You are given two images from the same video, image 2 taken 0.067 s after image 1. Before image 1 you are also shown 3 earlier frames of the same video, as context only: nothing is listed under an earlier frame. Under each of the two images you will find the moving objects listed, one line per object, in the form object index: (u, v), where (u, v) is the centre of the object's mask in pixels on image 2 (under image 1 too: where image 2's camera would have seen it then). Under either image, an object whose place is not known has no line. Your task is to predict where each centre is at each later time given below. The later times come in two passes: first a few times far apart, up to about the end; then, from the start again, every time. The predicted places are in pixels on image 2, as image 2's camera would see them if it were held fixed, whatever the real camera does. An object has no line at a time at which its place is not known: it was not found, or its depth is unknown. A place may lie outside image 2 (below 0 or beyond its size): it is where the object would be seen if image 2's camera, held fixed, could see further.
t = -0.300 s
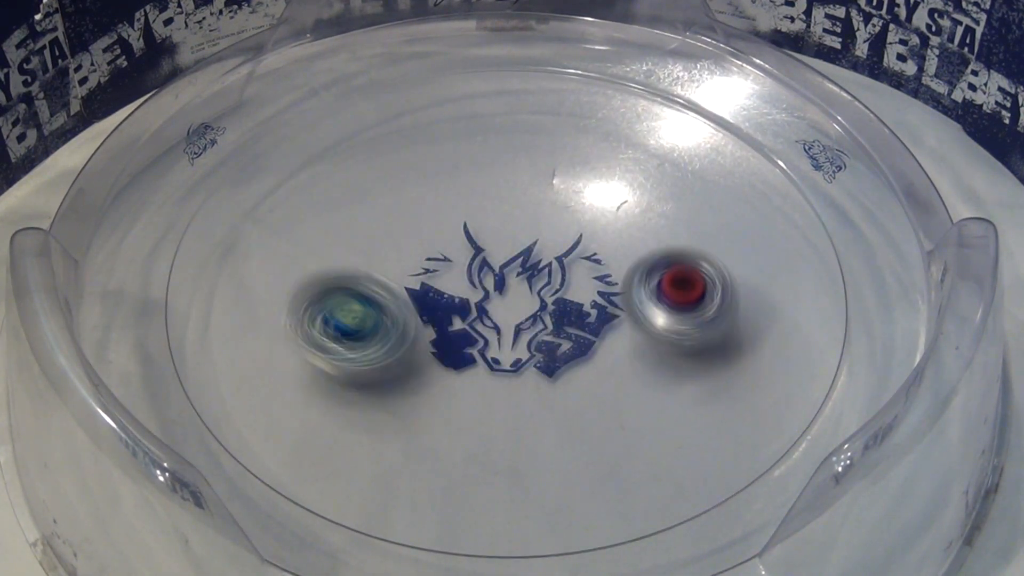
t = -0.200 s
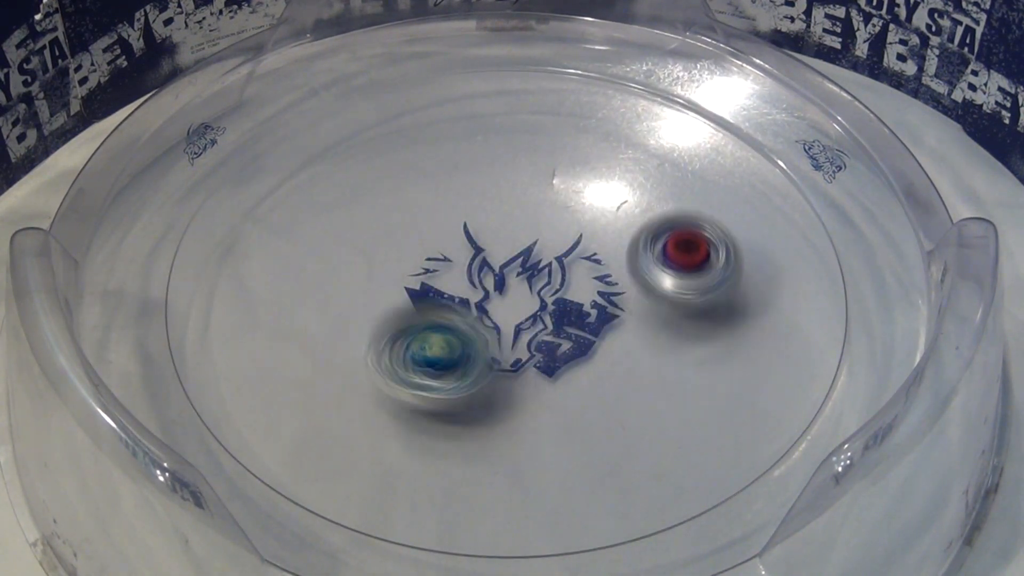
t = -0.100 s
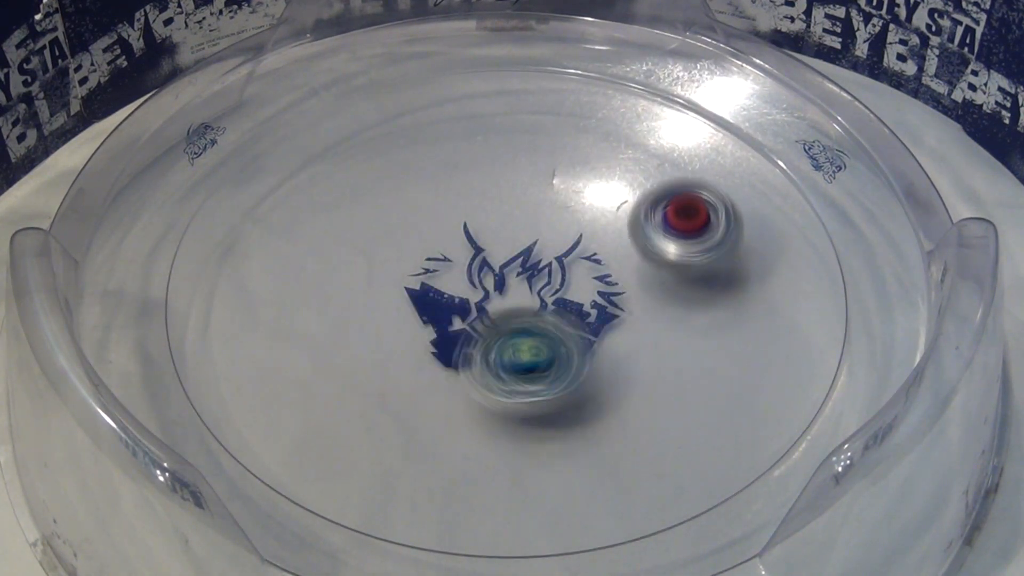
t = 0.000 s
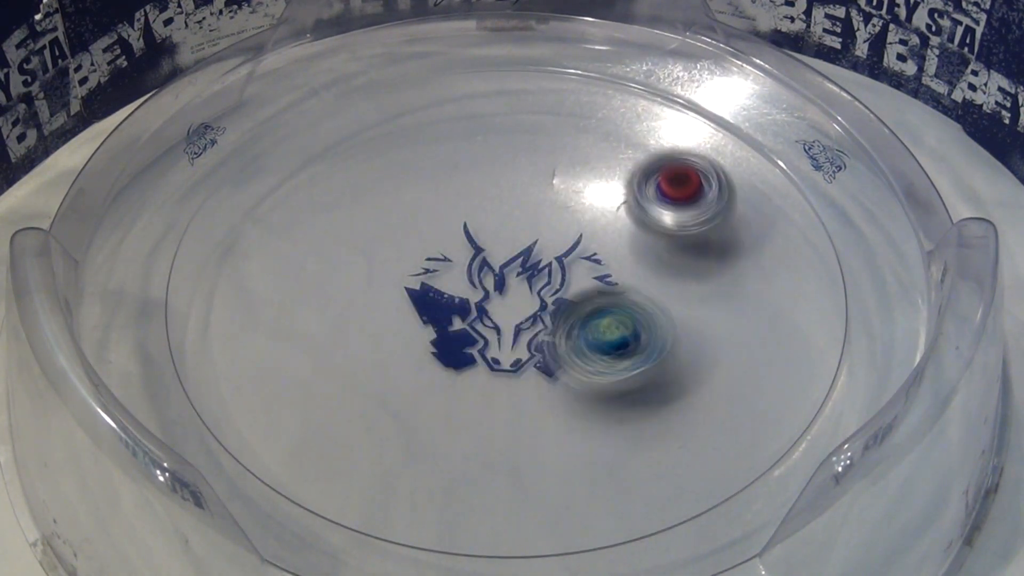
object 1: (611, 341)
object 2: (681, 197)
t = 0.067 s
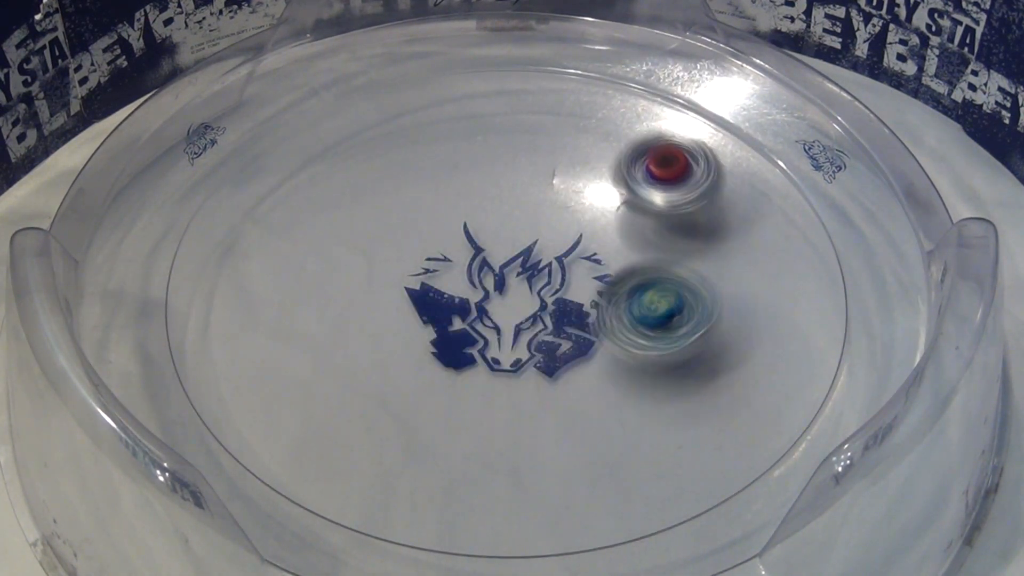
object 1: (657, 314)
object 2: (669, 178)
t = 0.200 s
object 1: (707, 240)
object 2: (615, 164)
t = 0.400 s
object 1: (629, 148)
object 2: (518, 192)
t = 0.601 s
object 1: (662, 90)
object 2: (185, 333)
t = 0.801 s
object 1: (543, 145)
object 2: (233, 405)
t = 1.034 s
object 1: (473, 283)
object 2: (452, 376)
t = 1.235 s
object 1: (576, 113)
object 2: (438, 499)
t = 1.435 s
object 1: (527, 120)
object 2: (484, 355)
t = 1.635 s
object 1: (412, 116)
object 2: (482, 262)
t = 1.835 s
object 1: (320, 142)
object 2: (456, 327)
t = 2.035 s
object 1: (326, 251)
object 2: (483, 332)
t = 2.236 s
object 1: (413, 336)
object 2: (510, 281)
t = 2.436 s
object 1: (533, 390)
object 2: (559, 236)
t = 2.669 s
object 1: (685, 384)
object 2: (631, 215)
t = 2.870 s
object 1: (725, 305)
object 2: (682, 222)
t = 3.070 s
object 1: (644, 356)
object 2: (609, 156)
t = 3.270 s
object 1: (507, 364)
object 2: (528, 187)
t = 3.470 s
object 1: (400, 386)
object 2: (459, 217)
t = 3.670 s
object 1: (400, 398)
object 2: (392, 232)
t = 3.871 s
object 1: (430, 324)
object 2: (332, 238)
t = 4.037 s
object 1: (424, 252)
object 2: (285, 247)
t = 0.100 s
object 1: (676, 297)
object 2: (659, 171)
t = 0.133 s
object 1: (689, 280)
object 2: (646, 163)
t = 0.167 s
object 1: (700, 259)
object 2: (632, 159)
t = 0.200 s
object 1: (707, 240)
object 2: (615, 164)
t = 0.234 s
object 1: (707, 221)
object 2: (598, 162)
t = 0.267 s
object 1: (703, 203)
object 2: (581, 162)
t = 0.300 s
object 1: (692, 184)
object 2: (565, 170)
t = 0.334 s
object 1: (676, 169)
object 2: (545, 172)
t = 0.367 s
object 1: (653, 157)
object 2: (532, 180)
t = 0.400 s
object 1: (629, 148)
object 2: (518, 192)
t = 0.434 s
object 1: (603, 146)
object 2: (504, 201)
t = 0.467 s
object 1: (618, 130)
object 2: (432, 230)
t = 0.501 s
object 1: (643, 113)
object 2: (362, 259)
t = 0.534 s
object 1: (661, 98)
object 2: (290, 287)
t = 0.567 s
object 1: (665, 94)
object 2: (235, 308)
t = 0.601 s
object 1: (662, 90)
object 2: (185, 333)
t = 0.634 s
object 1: (649, 89)
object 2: (167, 347)
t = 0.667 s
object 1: (629, 93)
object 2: (163, 365)
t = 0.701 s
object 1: (606, 100)
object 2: (169, 378)
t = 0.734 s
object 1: (583, 117)
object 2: (187, 388)
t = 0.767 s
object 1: (562, 129)
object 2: (207, 398)
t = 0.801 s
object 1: (543, 145)
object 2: (233, 405)
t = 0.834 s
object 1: (526, 162)
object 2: (261, 407)
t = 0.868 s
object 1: (512, 184)
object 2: (290, 407)
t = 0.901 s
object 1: (500, 204)
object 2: (323, 406)
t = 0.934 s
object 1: (491, 223)
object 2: (356, 402)
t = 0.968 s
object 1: (483, 244)
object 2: (390, 395)
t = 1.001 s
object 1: (478, 265)
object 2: (425, 385)
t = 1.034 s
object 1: (473, 283)
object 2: (452, 376)
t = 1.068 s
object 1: (493, 253)
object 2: (452, 383)
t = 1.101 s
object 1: (519, 220)
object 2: (443, 396)
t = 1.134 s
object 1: (538, 186)
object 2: (436, 429)
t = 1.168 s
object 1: (555, 154)
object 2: (426, 490)
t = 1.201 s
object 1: (568, 131)
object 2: (430, 505)
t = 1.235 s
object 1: (576, 113)
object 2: (438, 499)
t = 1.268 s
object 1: (579, 102)
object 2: (450, 483)
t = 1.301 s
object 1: (578, 99)
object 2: (461, 463)
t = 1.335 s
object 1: (573, 100)
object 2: (471, 443)
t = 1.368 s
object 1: (561, 104)
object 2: (478, 416)
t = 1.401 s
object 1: (544, 112)
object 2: (481, 387)
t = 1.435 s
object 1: (527, 120)
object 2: (484, 355)
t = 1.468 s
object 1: (504, 129)
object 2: (486, 323)
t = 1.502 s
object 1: (483, 138)
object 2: (482, 292)
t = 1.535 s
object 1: (463, 148)
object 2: (484, 264)
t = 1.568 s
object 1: (448, 147)
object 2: (484, 245)
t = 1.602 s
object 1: (430, 129)
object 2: (483, 246)
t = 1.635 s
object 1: (412, 116)
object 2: (482, 262)
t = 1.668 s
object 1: (398, 109)
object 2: (473, 273)
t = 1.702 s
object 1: (380, 109)
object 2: (470, 283)
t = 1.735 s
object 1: (362, 111)
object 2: (462, 280)
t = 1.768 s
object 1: (346, 119)
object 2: (458, 303)
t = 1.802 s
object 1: (330, 129)
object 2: (455, 327)
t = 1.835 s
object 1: (320, 142)
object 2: (456, 327)
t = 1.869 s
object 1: (311, 158)
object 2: (456, 335)
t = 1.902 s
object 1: (308, 178)
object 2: (459, 335)
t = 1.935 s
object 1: (307, 195)
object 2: (462, 340)
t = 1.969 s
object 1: (311, 216)
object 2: (470, 338)
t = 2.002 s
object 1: (318, 233)
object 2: (477, 336)
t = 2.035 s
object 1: (326, 251)
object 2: (483, 332)
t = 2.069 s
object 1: (338, 268)
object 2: (488, 326)
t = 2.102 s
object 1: (349, 283)
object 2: (491, 319)
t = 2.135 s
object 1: (364, 297)
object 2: (494, 309)
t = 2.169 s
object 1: (380, 312)
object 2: (499, 300)
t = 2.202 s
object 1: (397, 326)
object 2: (504, 290)
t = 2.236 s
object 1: (413, 336)
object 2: (510, 281)
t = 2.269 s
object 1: (432, 349)
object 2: (516, 274)
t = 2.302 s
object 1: (450, 359)
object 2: (523, 265)
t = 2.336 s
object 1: (468, 368)
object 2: (533, 256)
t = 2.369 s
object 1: (491, 378)
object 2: (541, 248)
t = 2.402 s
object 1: (512, 385)
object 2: (550, 242)
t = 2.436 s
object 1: (533, 390)
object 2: (559, 236)
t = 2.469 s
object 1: (554, 395)
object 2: (568, 232)
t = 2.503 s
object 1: (578, 399)
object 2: (580, 227)
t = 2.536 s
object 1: (599, 399)
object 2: (589, 224)
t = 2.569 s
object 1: (621, 399)
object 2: (599, 220)
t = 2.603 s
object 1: (644, 396)
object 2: (609, 216)
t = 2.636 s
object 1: (665, 391)
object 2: (620, 216)
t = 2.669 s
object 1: (685, 384)
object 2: (631, 215)
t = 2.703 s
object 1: (704, 375)
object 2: (640, 214)
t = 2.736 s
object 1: (720, 361)
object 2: (649, 215)
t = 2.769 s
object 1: (730, 348)
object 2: (658, 216)
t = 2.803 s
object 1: (734, 333)
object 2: (667, 219)
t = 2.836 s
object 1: (732, 317)
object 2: (675, 222)
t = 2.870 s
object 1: (725, 305)
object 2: (682, 222)
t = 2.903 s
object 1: (723, 321)
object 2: (680, 195)
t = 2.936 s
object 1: (713, 338)
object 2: (669, 173)
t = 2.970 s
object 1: (698, 350)
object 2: (656, 157)
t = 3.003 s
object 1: (681, 355)
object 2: (639, 146)
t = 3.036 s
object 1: (662, 356)
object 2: (623, 151)
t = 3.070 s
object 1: (644, 356)
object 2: (609, 156)
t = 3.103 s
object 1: (622, 355)
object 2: (597, 162)
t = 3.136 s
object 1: (600, 355)
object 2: (582, 160)
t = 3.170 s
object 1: (575, 355)
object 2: (566, 163)
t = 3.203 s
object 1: (551, 357)
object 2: (556, 174)
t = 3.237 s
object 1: (529, 360)
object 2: (541, 179)
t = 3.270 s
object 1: (507, 364)
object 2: (528, 187)
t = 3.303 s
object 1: (485, 368)
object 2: (516, 195)
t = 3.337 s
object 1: (466, 370)
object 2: (506, 199)
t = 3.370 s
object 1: (448, 374)
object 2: (493, 205)
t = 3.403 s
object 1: (431, 377)
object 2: (482, 211)
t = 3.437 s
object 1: (415, 381)
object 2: (471, 214)
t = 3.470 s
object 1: (400, 386)
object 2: (459, 217)
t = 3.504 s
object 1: (388, 391)
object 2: (448, 221)
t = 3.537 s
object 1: (382, 396)
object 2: (436, 225)
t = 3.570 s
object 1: (381, 400)
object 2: (426, 227)
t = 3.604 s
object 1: (384, 402)
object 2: (415, 229)
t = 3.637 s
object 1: (391, 402)
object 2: (403, 231)
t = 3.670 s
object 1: (400, 398)
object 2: (392, 232)
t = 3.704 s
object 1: (411, 390)
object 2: (382, 234)
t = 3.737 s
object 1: (420, 381)
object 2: (372, 235)
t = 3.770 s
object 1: (426, 369)
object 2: (360, 236)
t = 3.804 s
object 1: (430, 354)
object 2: (351, 236)
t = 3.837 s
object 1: (432, 338)
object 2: (342, 237)
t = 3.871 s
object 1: (430, 324)
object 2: (332, 238)
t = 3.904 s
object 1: (428, 309)
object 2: (324, 239)
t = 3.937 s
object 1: (426, 294)
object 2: (316, 239)
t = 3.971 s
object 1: (424, 279)
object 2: (306, 241)
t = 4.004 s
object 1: (420, 264)
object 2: (299, 244)
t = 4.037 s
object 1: (424, 252)
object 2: (285, 247)
